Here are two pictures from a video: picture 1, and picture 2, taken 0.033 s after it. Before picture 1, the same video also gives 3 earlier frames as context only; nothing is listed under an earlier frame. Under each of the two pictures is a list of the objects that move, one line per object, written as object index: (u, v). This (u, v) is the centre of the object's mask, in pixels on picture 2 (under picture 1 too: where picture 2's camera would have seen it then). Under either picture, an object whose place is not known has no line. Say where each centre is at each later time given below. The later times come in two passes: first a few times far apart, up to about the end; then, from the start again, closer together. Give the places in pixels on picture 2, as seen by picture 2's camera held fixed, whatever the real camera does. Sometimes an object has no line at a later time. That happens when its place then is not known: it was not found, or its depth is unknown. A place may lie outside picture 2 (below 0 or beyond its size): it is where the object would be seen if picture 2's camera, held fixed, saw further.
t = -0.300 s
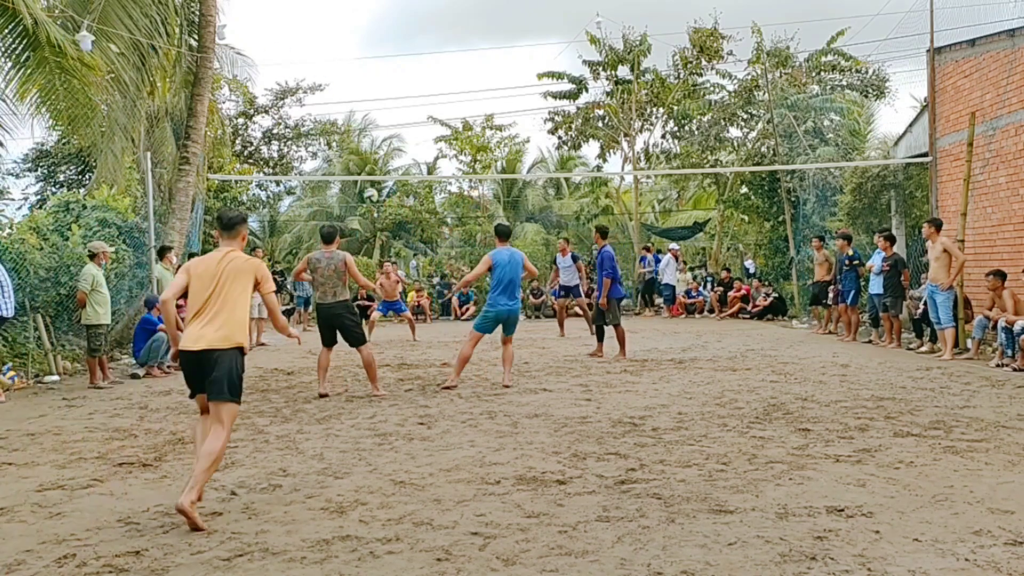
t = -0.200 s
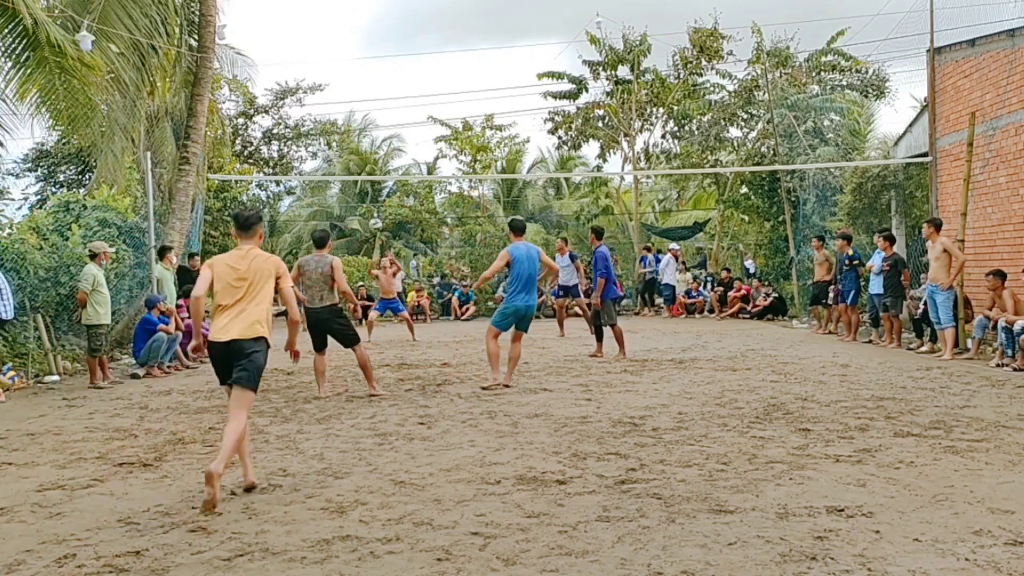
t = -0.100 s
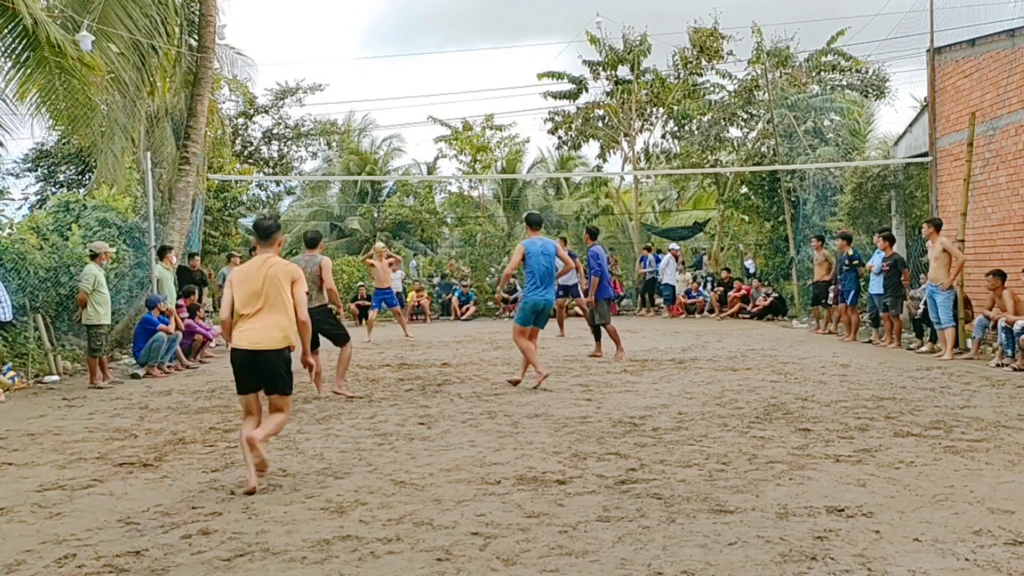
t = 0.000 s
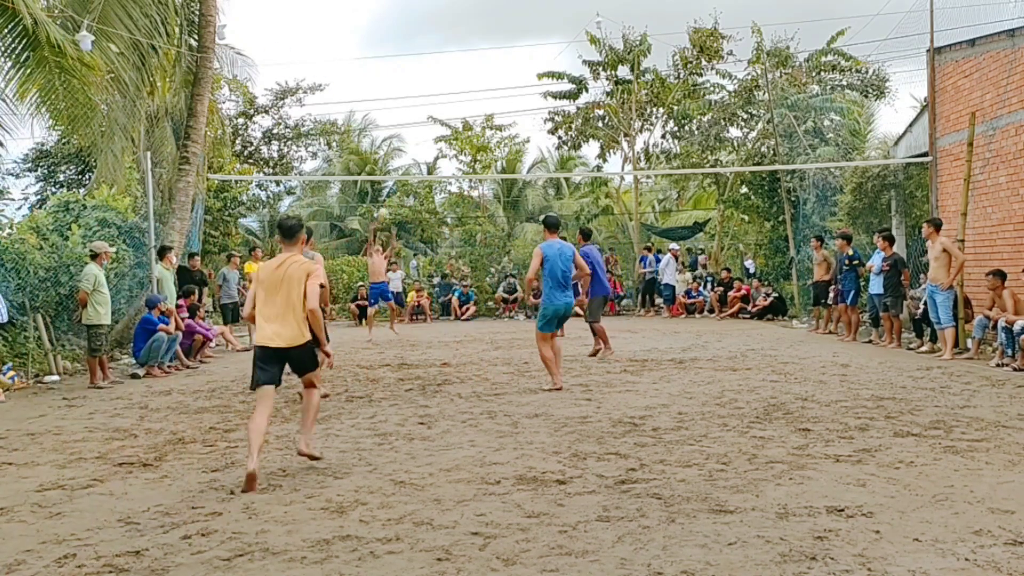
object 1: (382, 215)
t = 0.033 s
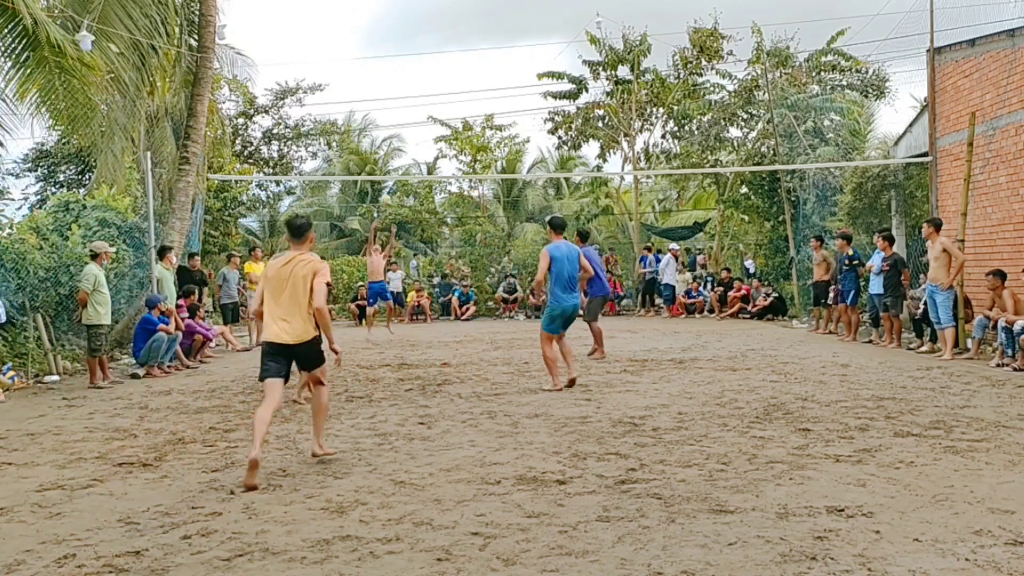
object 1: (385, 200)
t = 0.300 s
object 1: (401, 109)
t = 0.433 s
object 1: (409, 77)
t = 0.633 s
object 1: (424, 48)
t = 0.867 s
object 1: (442, 44)
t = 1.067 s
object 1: (460, 69)
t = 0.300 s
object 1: (401, 109)
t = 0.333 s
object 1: (403, 100)
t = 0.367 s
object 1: (405, 92)
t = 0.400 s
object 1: (407, 84)
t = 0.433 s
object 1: (409, 77)
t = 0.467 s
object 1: (412, 70)
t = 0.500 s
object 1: (414, 64)
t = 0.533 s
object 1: (417, 59)
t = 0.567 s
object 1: (419, 55)
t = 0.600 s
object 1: (421, 51)
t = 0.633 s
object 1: (424, 48)
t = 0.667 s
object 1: (426, 45)
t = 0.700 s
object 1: (429, 44)
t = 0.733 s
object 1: (431, 43)
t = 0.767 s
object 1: (434, 42)
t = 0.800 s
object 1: (437, 42)
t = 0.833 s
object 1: (439, 43)
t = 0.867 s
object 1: (442, 44)
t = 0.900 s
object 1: (445, 46)
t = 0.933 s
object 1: (448, 49)
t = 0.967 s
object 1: (451, 53)
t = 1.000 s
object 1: (454, 58)
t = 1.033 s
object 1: (457, 63)
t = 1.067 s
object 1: (460, 69)
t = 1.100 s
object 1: (463, 76)
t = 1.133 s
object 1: (466, 84)
